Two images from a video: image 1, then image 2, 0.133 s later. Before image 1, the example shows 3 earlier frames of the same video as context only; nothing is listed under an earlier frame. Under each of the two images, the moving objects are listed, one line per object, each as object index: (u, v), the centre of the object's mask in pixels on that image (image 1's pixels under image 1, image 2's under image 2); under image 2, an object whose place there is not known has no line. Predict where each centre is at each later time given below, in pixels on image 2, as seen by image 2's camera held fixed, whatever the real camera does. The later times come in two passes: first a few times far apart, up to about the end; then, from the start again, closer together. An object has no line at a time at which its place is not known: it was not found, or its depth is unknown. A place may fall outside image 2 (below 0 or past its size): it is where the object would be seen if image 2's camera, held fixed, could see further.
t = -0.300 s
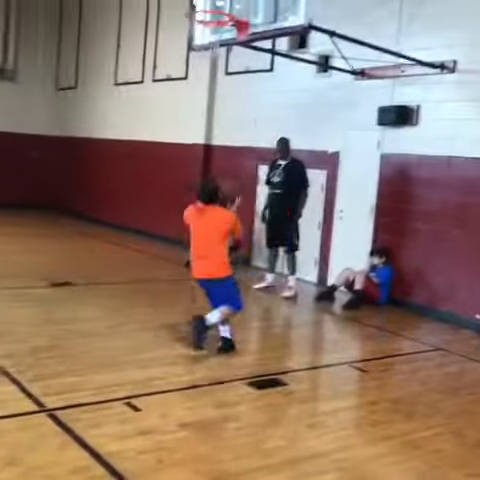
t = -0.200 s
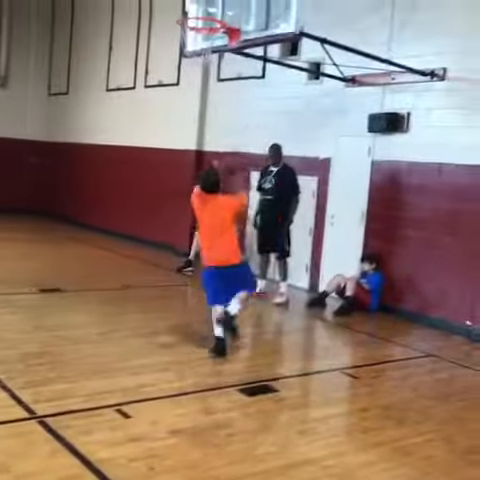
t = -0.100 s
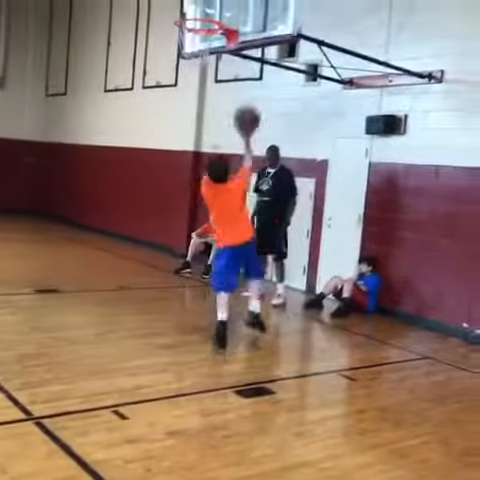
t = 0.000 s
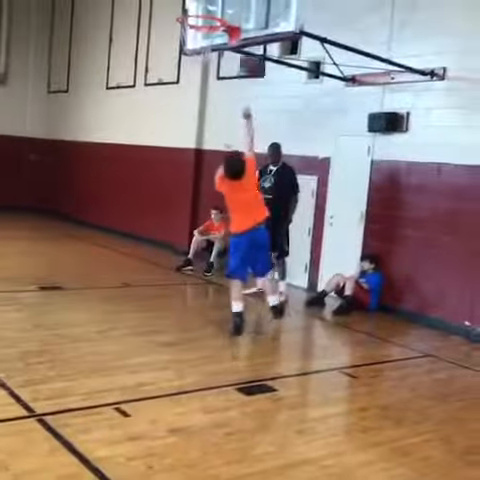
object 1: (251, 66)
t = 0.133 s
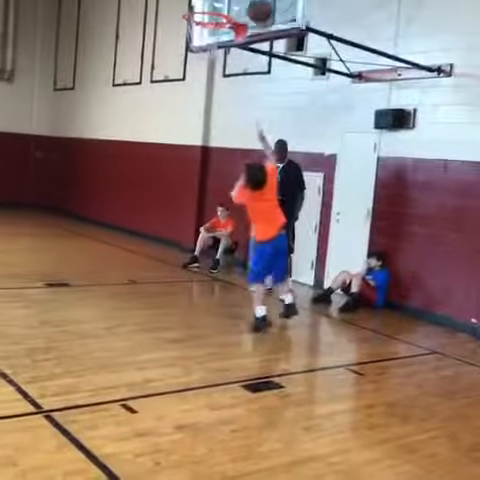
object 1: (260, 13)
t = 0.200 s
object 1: (260, 4)
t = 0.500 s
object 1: (227, 2)
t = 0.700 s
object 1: (203, 46)
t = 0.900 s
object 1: (191, 103)
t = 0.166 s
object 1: (260, 8)
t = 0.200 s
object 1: (260, 4)
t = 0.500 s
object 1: (227, 2)
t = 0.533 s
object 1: (223, 4)
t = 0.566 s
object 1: (219, 6)
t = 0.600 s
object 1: (215, 16)
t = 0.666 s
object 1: (208, 36)
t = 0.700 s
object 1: (203, 46)
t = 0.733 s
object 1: (200, 53)
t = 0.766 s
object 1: (199, 62)
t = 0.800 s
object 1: (197, 70)
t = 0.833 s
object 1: (195, 80)
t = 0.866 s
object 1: (193, 91)
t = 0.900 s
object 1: (191, 103)
